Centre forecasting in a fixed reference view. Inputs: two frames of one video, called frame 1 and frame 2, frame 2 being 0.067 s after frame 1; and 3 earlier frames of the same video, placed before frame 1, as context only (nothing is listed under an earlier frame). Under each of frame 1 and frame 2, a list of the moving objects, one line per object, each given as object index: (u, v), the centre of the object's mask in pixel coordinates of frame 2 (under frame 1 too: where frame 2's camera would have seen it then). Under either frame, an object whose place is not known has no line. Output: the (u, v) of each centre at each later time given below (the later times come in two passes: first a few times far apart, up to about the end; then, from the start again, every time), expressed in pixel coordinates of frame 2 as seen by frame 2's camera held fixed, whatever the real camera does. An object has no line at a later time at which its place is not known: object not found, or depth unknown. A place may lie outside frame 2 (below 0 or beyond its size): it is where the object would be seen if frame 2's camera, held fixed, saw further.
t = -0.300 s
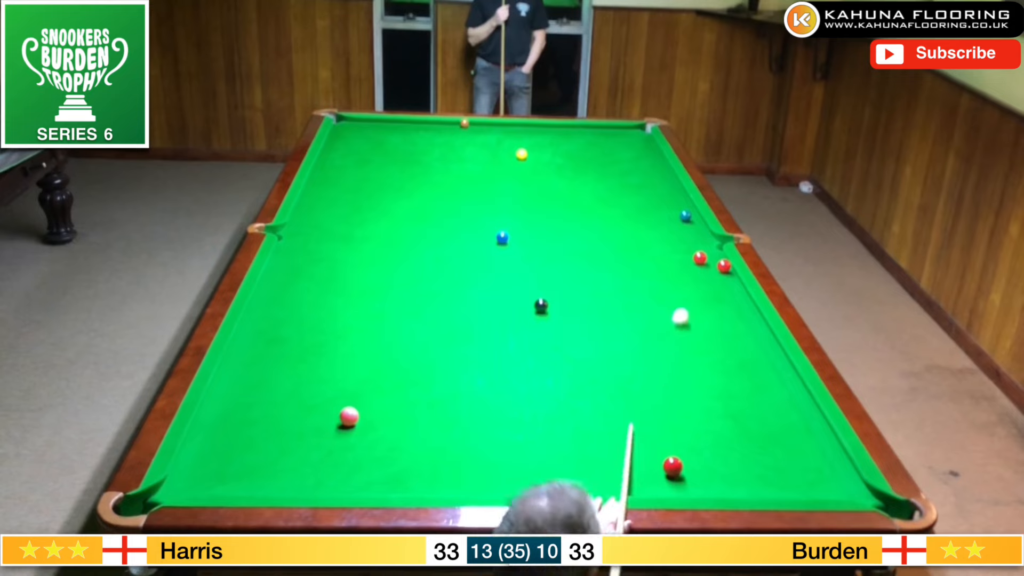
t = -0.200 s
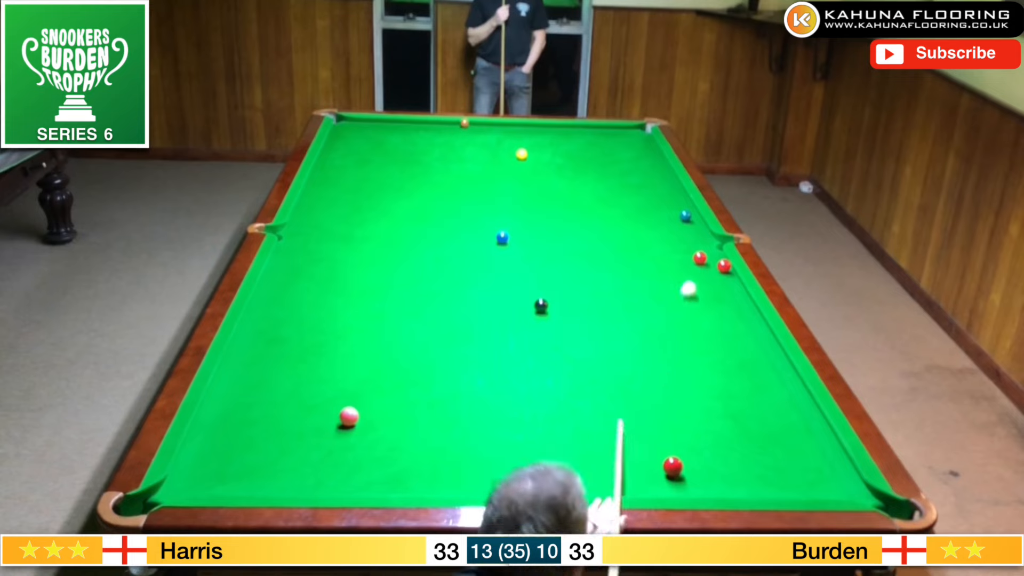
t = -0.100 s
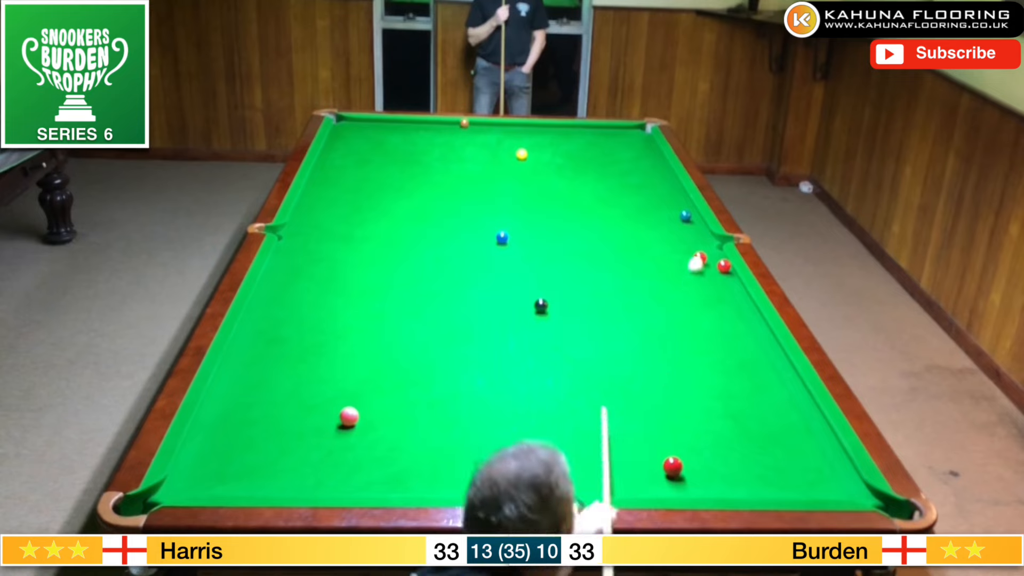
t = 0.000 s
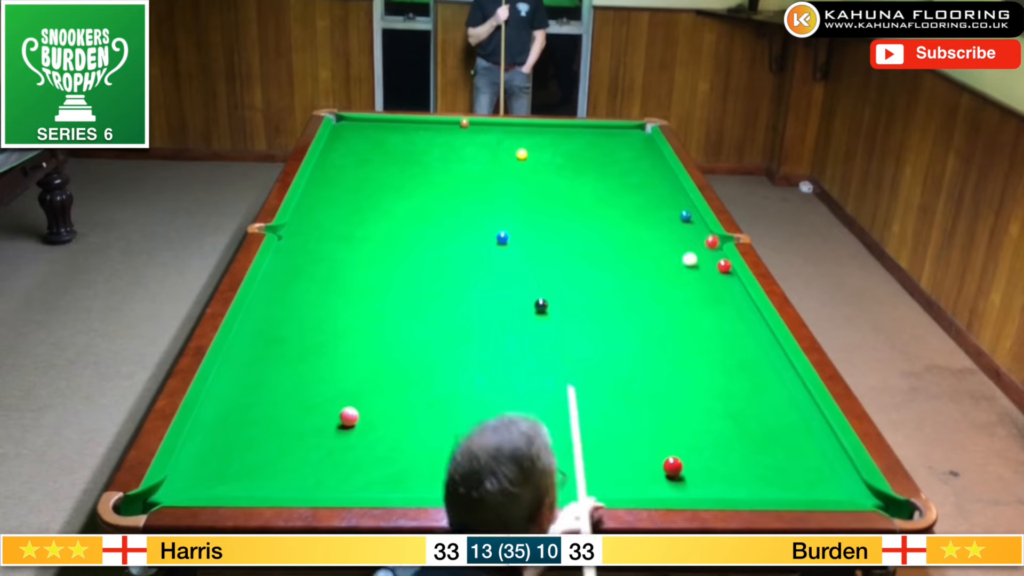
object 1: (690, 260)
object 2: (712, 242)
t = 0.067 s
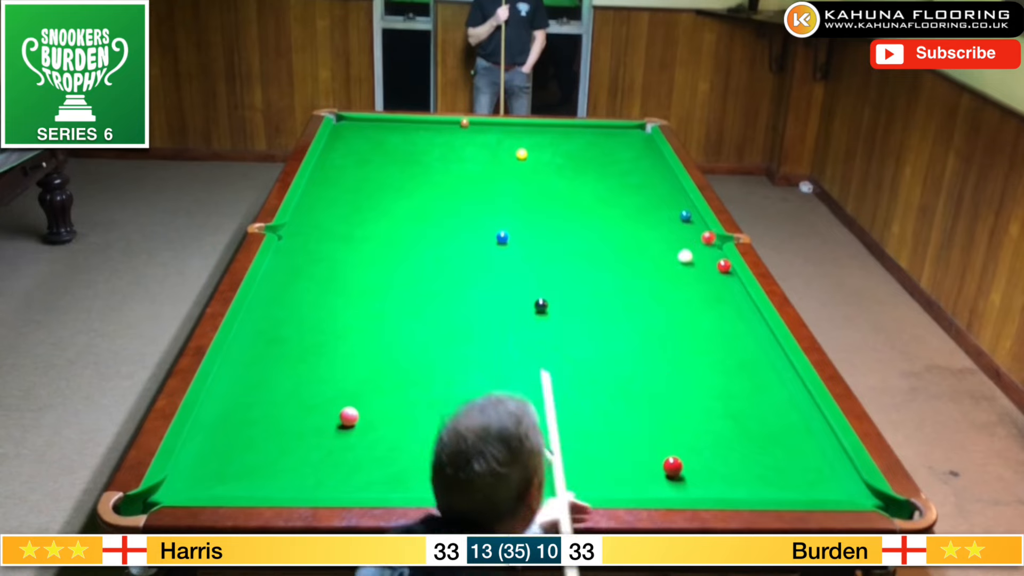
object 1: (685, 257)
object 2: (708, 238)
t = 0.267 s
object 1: (667, 254)
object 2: (677, 241)
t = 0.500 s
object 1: (636, 260)
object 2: (654, 232)
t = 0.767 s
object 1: (604, 264)
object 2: (629, 225)
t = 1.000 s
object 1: (576, 269)
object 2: (610, 219)
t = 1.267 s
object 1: (546, 273)
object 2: (590, 213)
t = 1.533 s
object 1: (517, 278)
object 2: (572, 207)
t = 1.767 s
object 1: (492, 282)
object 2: (558, 203)
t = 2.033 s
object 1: (465, 286)
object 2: (544, 198)
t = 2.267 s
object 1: (443, 289)
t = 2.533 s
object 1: (419, 293)
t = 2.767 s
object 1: (399, 296)
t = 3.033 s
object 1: (379, 299)
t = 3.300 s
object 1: (361, 302)
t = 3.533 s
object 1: (346, 304)
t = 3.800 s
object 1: (332, 307)
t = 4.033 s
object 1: (322, 309)
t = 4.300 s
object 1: (312, 311)
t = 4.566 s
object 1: (305, 312)
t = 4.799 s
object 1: (302, 313)
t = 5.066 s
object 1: (300, 314)
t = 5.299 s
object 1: (300, 314)
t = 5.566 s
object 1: (300, 314)
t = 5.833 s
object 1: (300, 314)
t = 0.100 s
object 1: (683, 255)
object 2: (701, 240)
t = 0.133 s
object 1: (682, 253)
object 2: (694, 242)
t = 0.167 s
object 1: (680, 251)
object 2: (688, 243)
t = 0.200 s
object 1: (678, 250)
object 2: (684, 243)
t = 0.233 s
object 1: (672, 252)
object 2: (680, 242)
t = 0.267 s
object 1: (667, 254)
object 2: (677, 241)
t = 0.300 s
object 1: (662, 255)
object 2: (674, 239)
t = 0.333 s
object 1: (658, 256)
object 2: (670, 238)
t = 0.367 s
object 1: (653, 257)
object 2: (667, 237)
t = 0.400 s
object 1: (649, 257)
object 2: (664, 235)
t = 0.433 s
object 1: (645, 258)
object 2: (660, 235)
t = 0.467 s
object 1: (640, 259)
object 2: (657, 233)
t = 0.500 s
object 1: (636, 260)
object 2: (654, 232)
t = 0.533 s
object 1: (632, 260)
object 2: (650, 231)
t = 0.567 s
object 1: (628, 261)
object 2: (648, 230)
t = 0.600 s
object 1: (624, 261)
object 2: (644, 229)
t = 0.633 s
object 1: (620, 262)
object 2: (641, 229)
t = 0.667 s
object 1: (616, 263)
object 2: (638, 227)
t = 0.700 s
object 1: (612, 263)
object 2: (635, 227)
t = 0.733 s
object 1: (608, 264)
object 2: (632, 226)
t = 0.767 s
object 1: (604, 264)
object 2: (629, 225)
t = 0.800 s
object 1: (600, 265)
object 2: (626, 224)
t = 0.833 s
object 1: (596, 266)
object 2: (623, 223)
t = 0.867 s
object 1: (592, 266)
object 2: (620, 222)
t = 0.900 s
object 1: (588, 267)
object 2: (618, 221)
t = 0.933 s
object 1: (584, 267)
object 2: (615, 220)
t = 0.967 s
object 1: (580, 268)
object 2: (612, 220)
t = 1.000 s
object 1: (576, 269)
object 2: (610, 219)
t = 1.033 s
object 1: (572, 269)
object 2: (607, 218)
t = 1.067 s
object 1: (568, 270)
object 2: (604, 217)
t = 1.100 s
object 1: (565, 270)
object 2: (602, 216)
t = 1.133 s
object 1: (561, 271)
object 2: (599, 215)
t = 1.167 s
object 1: (557, 272)
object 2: (597, 215)
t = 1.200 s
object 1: (553, 272)
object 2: (594, 214)
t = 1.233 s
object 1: (550, 273)
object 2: (592, 213)
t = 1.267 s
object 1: (546, 273)
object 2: (590, 213)
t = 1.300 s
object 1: (542, 274)
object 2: (587, 212)
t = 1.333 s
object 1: (539, 275)
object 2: (585, 211)
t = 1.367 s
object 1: (535, 275)
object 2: (583, 210)
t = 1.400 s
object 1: (531, 276)
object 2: (581, 210)
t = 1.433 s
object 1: (528, 276)
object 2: (579, 209)
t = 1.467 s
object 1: (524, 277)
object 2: (576, 208)
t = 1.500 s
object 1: (520, 277)
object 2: (574, 208)
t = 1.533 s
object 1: (517, 278)
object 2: (572, 207)
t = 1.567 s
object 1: (513, 278)
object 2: (570, 206)
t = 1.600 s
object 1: (510, 279)
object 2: (568, 206)
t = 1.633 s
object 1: (506, 280)
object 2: (566, 205)
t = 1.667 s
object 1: (503, 280)
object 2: (564, 205)
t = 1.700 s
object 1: (499, 281)
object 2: (562, 204)
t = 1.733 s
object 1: (496, 281)
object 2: (560, 203)
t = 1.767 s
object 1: (492, 282)
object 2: (558, 203)
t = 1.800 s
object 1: (489, 282)
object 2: (557, 202)
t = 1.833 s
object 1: (485, 283)
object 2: (555, 202)
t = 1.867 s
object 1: (482, 283)
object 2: (553, 201)
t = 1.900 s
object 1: (478, 284)
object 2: (551, 200)
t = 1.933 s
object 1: (475, 285)
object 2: (549, 200)
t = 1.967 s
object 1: (472, 285)
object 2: (548, 199)
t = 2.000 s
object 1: (469, 285)
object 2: (546, 199)
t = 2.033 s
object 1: (465, 286)
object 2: (544, 198)
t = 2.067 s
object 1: (462, 287)
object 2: (543, 198)
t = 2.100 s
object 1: (459, 287)
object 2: (541, 197)
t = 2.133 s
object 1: (455, 288)
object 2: (540, 196)
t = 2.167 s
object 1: (452, 288)
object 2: (538, 196)
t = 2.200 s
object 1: (449, 288)
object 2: (536, 196)
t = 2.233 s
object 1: (446, 289)
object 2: (535, 195)
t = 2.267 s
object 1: (443, 289)
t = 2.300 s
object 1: (440, 290)
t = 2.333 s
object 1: (437, 290)
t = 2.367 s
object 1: (434, 291)
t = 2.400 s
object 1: (431, 291)
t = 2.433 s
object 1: (428, 291)
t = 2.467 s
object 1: (425, 292)
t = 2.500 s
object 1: (422, 292)
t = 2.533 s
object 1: (419, 293)
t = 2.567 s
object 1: (416, 293)
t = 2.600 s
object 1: (413, 294)
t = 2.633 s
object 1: (410, 294)
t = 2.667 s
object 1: (407, 295)
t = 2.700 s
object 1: (405, 295)
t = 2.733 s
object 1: (402, 295)
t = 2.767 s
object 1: (399, 296)
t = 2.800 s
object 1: (397, 296)
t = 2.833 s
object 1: (394, 297)
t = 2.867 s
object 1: (391, 297)
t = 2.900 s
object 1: (389, 297)
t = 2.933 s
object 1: (386, 298)
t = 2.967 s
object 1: (384, 298)
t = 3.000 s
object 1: (381, 299)
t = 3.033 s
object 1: (379, 299)
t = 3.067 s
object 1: (376, 299)
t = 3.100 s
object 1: (374, 300)
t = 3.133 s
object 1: (372, 300)
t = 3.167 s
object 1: (369, 301)
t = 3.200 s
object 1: (367, 301)
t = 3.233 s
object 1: (365, 301)
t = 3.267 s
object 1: (363, 302)
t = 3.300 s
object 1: (361, 302)
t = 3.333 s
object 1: (358, 302)
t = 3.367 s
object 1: (356, 302)
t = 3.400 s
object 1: (354, 303)
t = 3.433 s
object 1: (352, 303)
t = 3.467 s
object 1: (350, 303)
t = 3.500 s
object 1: (348, 304)
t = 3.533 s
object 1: (346, 304)
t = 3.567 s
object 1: (344, 305)
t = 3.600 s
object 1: (342, 305)
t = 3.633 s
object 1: (340, 305)
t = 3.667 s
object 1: (339, 306)
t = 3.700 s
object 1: (337, 306)
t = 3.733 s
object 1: (335, 306)
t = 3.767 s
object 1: (334, 307)
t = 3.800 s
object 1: (332, 307)
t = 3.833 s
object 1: (330, 307)
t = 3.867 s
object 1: (329, 308)
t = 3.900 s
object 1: (328, 307)
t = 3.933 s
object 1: (326, 308)
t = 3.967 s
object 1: (324, 308)
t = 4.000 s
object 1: (323, 308)
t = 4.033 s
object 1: (322, 309)
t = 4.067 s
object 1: (320, 309)
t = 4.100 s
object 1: (319, 309)
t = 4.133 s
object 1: (318, 309)
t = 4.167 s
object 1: (317, 310)
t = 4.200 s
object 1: (316, 310)
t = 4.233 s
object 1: (314, 310)
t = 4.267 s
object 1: (313, 310)
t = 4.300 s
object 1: (312, 311)
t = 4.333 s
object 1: (311, 311)
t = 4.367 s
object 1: (310, 311)
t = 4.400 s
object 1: (309, 311)
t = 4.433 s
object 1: (309, 311)
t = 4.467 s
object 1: (308, 311)
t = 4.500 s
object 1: (307, 312)
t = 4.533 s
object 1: (306, 312)
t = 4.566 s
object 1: (305, 312)
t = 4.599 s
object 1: (305, 312)
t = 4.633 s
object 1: (304, 312)
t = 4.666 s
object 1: (304, 312)
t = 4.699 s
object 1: (303, 313)
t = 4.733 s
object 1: (303, 313)
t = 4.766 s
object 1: (302, 313)
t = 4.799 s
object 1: (302, 313)
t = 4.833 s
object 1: (301, 313)
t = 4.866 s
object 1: (301, 313)
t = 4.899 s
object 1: (301, 313)
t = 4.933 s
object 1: (301, 313)
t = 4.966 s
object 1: (301, 314)
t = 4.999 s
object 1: (300, 314)
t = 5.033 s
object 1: (300, 314)
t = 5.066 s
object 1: (300, 314)
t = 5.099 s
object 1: (300, 314)
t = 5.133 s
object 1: (300, 314)
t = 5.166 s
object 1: (300, 314)
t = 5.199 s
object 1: (300, 314)
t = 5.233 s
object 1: (300, 314)
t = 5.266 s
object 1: (300, 314)
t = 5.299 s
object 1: (300, 314)
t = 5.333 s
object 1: (300, 314)
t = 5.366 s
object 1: (300, 314)
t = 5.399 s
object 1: (300, 314)
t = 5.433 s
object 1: (300, 314)
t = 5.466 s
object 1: (300, 314)
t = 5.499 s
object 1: (300, 314)
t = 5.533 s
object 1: (300, 314)
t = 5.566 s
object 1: (300, 314)
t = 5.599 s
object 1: (300, 314)
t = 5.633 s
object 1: (300, 314)
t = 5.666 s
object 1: (300, 314)
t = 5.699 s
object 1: (300, 314)
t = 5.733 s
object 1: (300, 314)
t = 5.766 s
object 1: (300, 314)
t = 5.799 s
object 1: (300, 314)
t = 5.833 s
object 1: (300, 314)
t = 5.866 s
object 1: (300, 314)
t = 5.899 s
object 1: (300, 314)
